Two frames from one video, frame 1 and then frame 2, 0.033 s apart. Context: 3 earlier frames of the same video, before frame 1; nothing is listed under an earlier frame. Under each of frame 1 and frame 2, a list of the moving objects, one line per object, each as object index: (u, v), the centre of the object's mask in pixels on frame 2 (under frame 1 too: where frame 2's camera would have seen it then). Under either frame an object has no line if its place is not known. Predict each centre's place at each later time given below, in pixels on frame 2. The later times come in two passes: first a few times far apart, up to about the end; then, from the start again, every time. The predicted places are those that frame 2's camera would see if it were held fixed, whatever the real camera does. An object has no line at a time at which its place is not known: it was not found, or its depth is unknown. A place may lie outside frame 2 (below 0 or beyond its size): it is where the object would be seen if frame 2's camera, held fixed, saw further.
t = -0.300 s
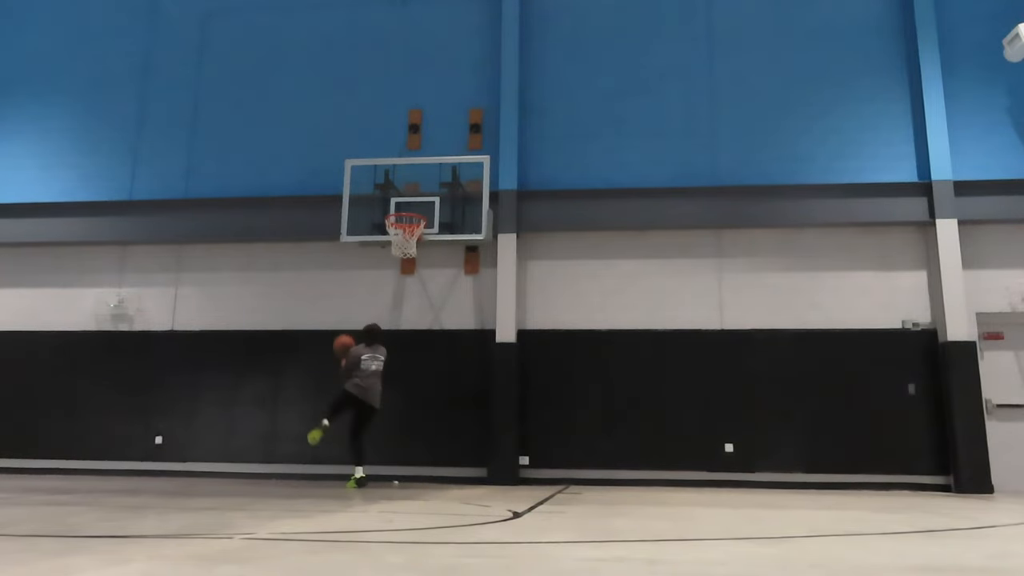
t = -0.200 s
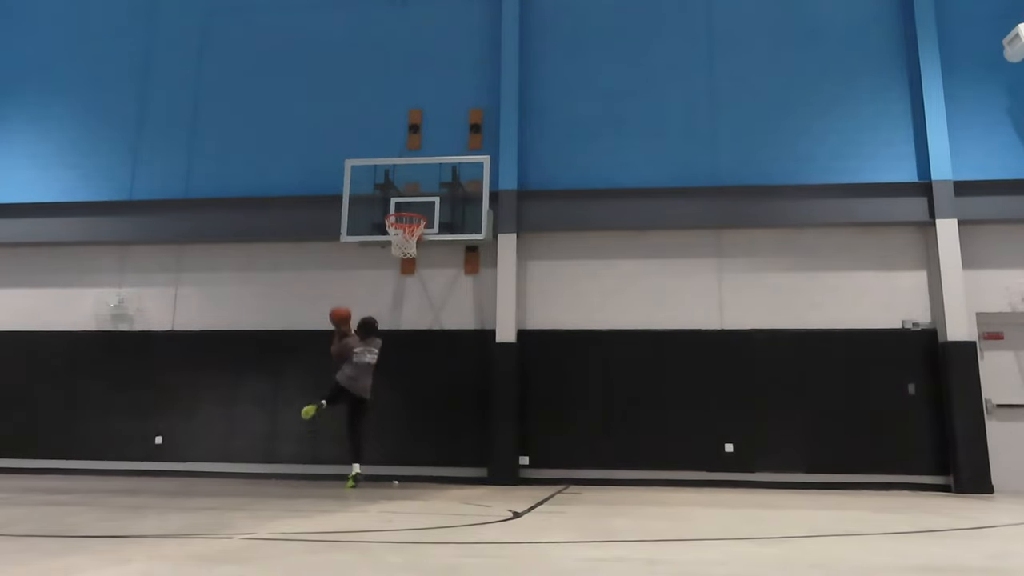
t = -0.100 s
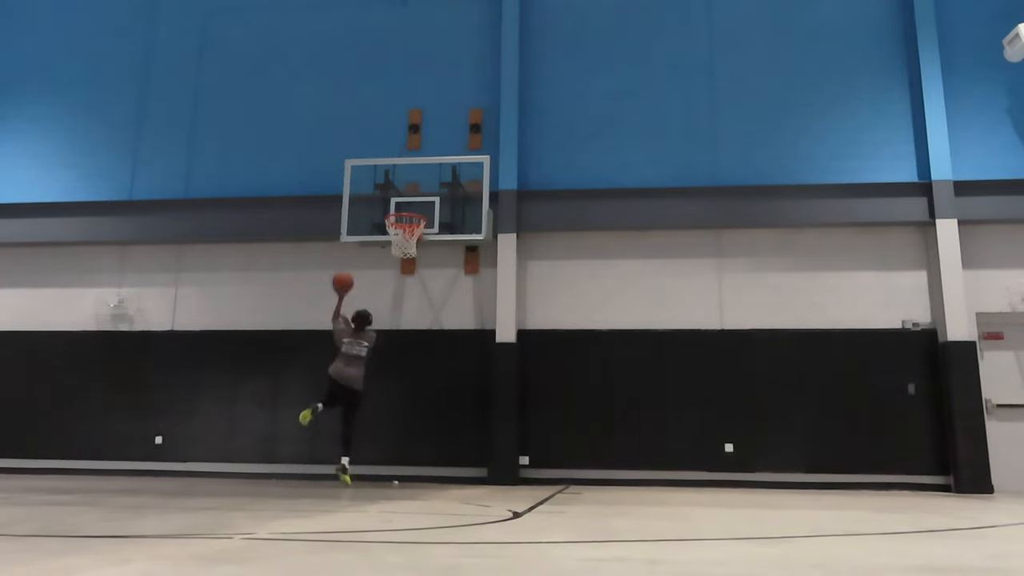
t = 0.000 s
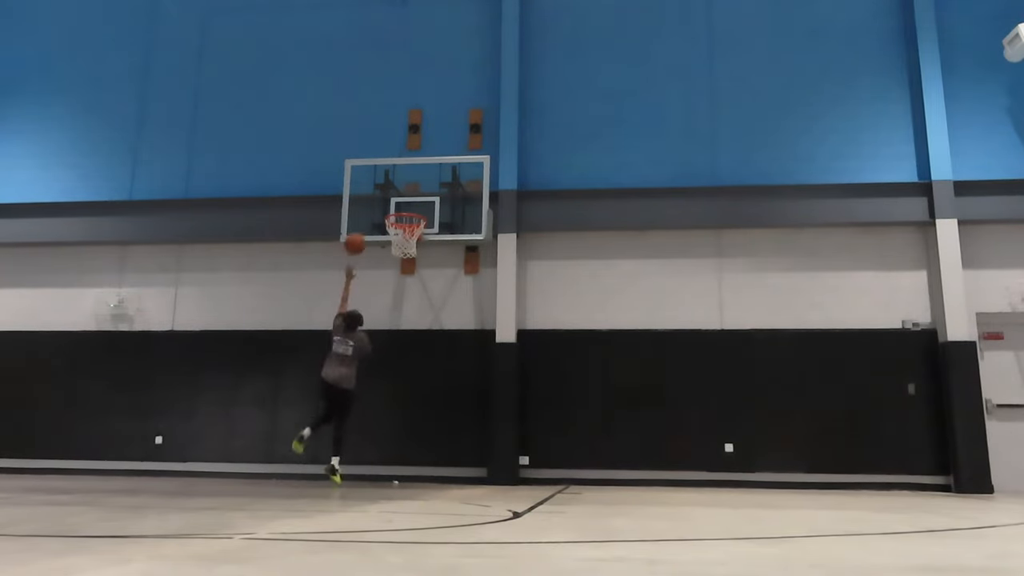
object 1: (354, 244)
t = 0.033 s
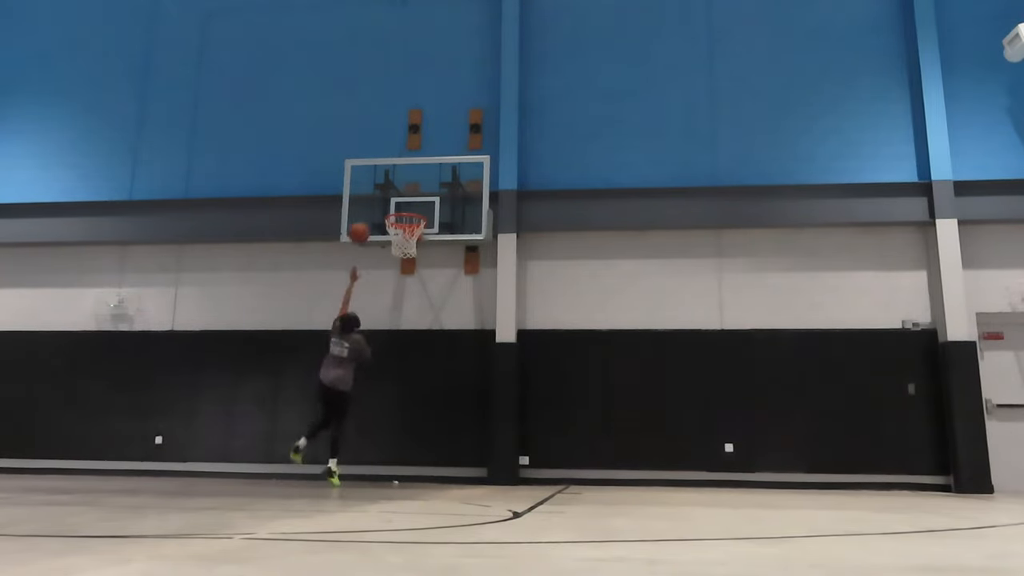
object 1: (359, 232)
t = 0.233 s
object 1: (381, 190)
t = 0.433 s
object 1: (399, 181)
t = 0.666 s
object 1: (404, 198)
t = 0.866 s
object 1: (399, 250)
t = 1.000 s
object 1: (399, 284)
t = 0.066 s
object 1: (363, 223)
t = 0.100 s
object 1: (367, 214)
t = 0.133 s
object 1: (371, 207)
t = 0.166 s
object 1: (373, 200)
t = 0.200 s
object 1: (378, 195)
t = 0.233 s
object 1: (381, 190)
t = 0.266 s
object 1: (384, 186)
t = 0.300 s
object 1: (387, 184)
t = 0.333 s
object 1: (390, 182)
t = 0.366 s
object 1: (393, 181)
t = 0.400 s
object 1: (396, 181)
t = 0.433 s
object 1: (399, 181)
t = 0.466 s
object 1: (402, 182)
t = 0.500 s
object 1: (406, 185)
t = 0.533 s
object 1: (407, 186)
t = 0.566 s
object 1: (407, 188)
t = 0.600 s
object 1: (406, 190)
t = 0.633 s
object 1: (405, 194)
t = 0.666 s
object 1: (404, 198)
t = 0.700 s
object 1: (404, 203)
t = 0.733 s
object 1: (403, 207)
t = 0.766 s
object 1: (402, 211)
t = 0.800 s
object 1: (401, 224)
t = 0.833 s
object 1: (401, 231)
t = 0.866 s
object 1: (399, 250)
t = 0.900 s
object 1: (400, 255)
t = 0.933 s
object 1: (400, 262)
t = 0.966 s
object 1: (400, 272)
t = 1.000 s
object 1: (399, 284)
